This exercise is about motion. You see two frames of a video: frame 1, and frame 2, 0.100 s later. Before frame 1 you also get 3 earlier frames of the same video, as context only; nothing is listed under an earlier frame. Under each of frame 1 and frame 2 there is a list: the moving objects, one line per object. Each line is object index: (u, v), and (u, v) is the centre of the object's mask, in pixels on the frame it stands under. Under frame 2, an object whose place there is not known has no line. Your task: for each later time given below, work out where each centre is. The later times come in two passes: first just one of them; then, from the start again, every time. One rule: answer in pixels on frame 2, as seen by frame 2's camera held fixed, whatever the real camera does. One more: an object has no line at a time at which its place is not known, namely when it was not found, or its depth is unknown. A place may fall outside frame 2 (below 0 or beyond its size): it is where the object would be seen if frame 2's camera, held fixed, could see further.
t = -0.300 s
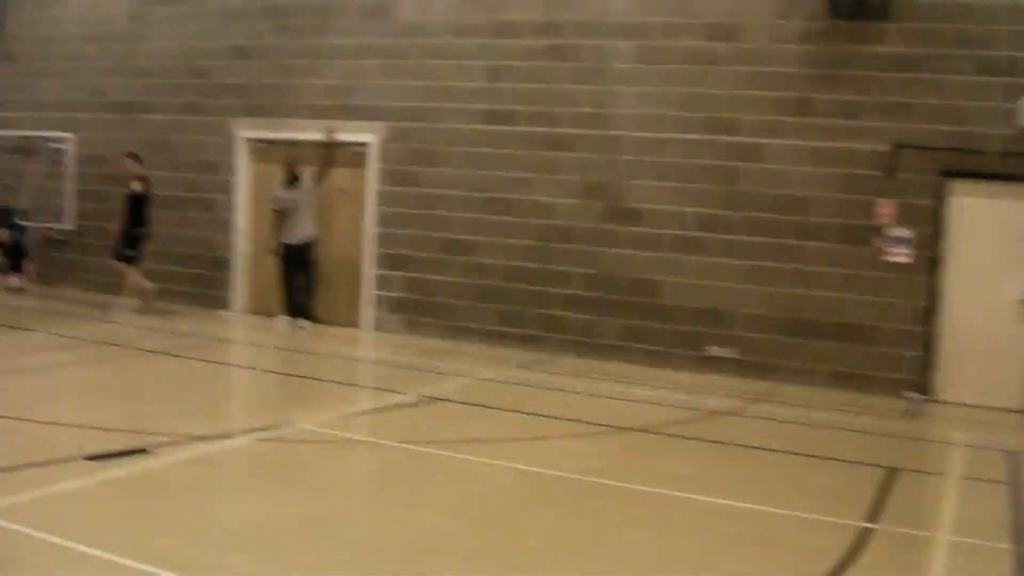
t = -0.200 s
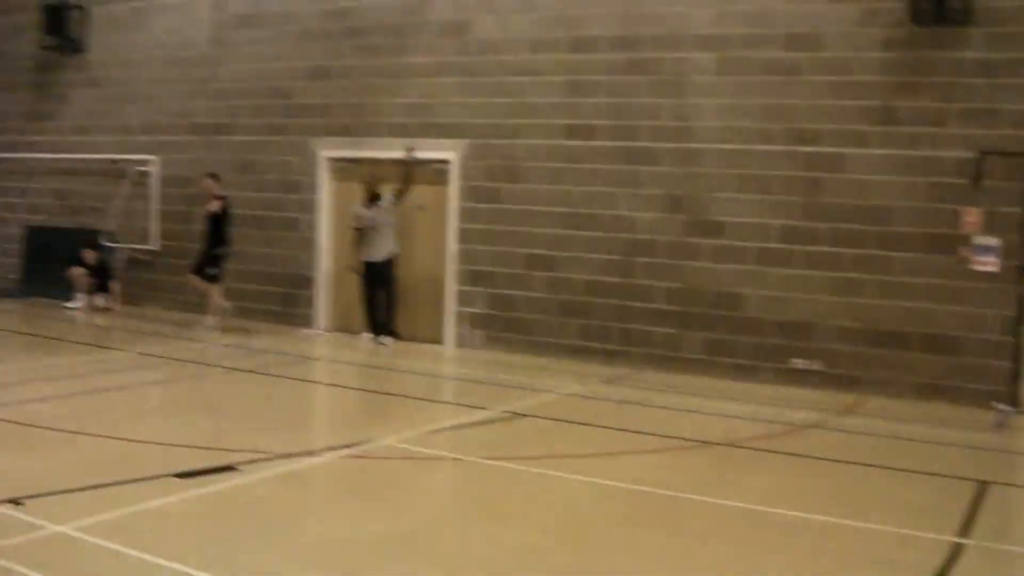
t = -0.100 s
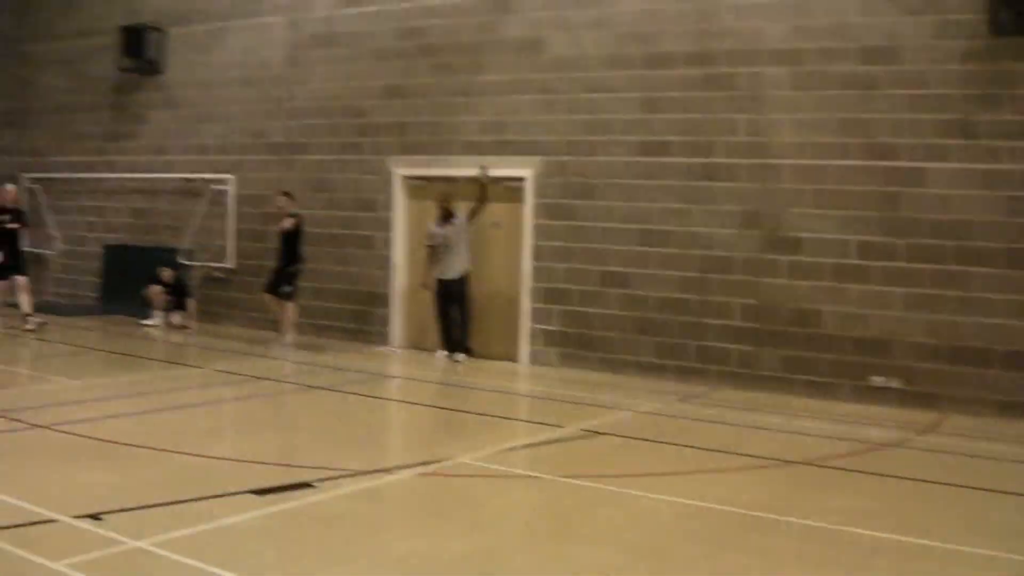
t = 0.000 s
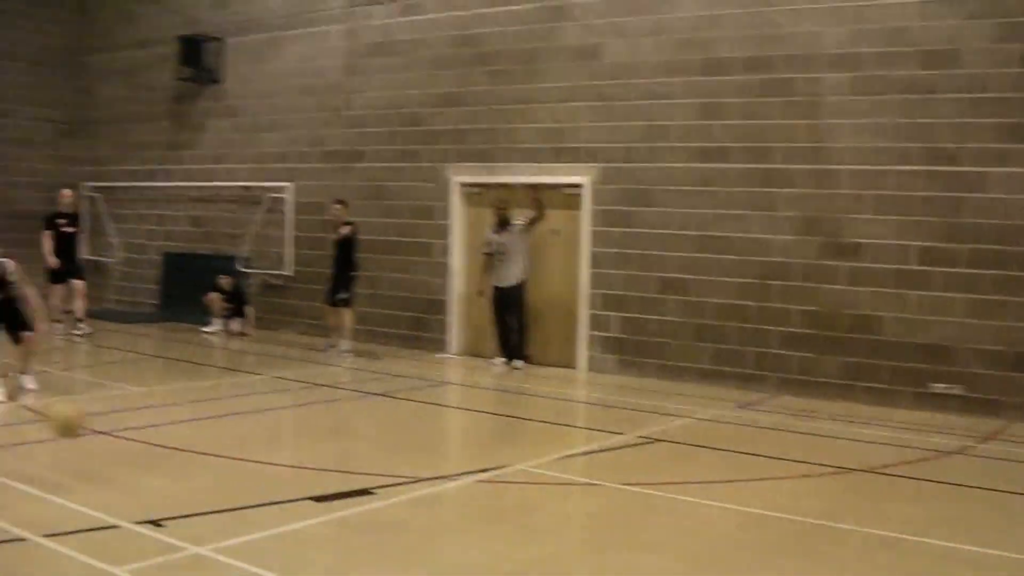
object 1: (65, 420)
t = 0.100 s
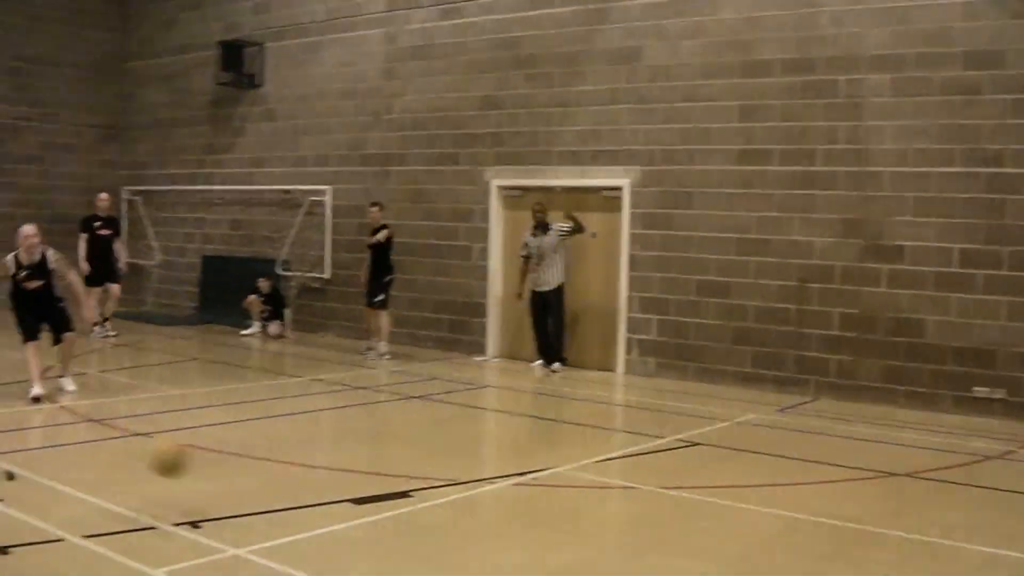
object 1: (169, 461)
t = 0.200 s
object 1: (240, 531)
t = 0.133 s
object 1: (190, 477)
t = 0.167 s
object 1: (211, 502)
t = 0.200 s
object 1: (240, 531)
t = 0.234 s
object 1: (266, 553)
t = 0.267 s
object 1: (290, 551)
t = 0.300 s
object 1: (319, 553)
